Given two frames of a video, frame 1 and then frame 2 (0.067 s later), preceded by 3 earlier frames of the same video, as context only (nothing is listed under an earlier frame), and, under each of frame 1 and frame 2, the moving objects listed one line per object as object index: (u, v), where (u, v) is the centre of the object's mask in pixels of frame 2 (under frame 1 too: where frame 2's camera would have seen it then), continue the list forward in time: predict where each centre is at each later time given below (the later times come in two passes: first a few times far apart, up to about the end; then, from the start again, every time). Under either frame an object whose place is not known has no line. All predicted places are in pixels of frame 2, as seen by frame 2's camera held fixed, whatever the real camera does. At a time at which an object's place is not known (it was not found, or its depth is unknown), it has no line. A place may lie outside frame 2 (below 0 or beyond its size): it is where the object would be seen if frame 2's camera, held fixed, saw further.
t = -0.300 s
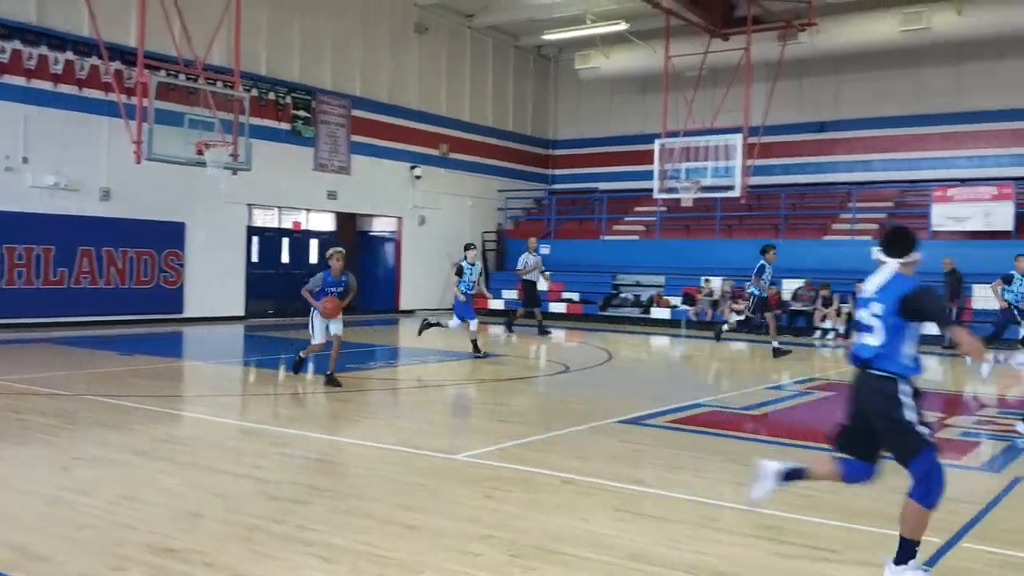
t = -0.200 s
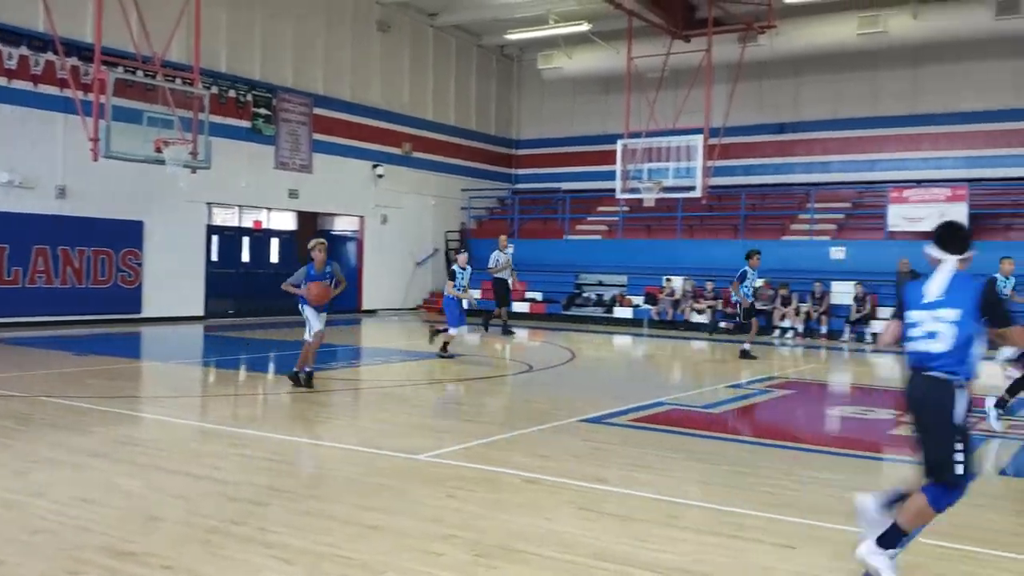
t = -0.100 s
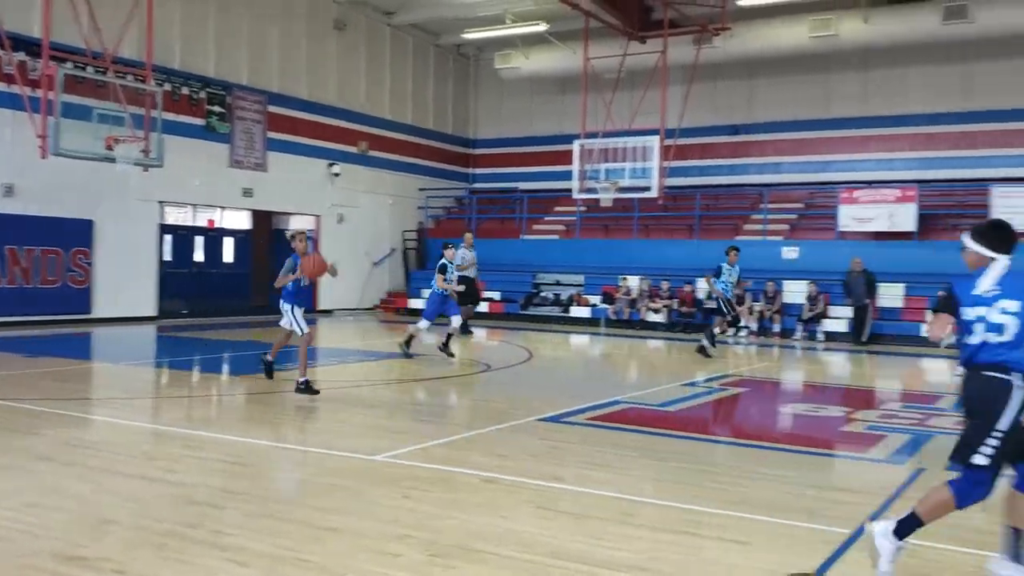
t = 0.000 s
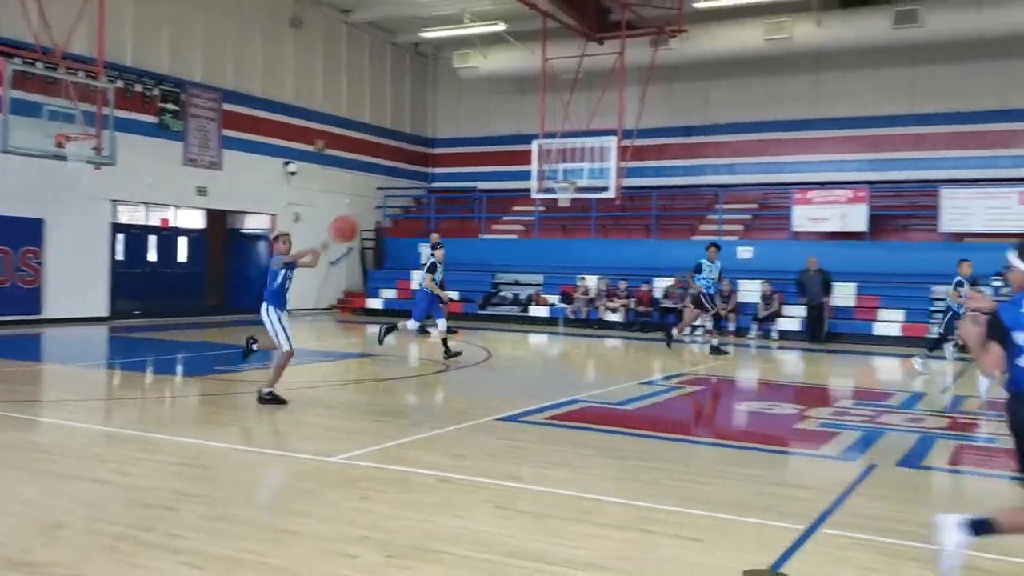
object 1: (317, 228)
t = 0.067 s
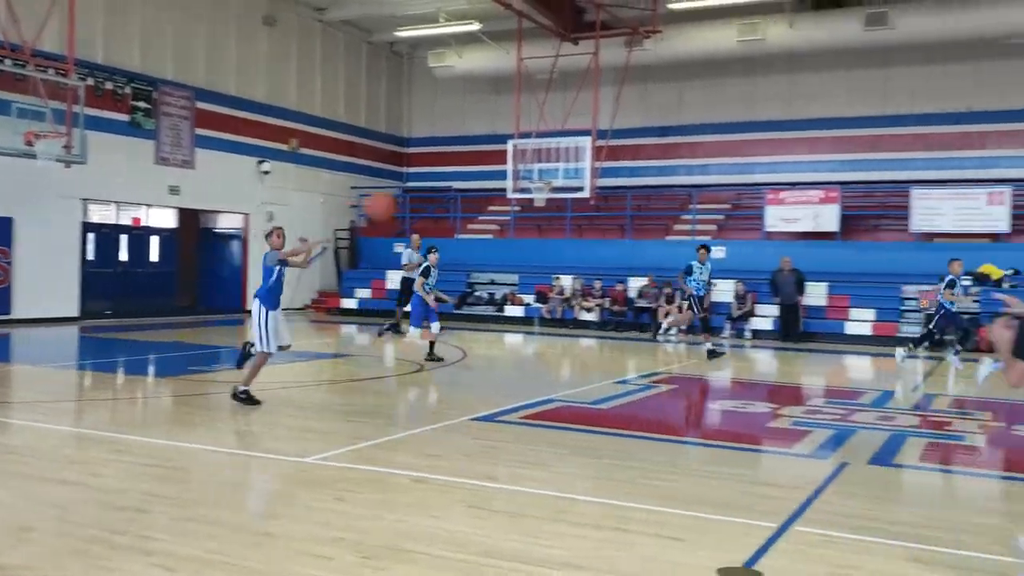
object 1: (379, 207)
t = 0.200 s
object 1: (523, 172)
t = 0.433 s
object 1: (895, 152)
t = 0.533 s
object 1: (1140, 172)
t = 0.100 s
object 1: (413, 196)
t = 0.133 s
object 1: (448, 188)
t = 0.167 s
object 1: (484, 179)
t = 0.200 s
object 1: (523, 172)
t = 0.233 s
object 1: (567, 165)
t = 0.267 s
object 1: (610, 160)
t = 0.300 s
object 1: (659, 156)
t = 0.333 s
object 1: (711, 152)
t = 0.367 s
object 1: (766, 150)
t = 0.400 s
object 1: (829, 150)
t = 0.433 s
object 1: (895, 152)
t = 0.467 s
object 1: (968, 156)
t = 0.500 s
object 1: (1050, 164)
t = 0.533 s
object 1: (1140, 172)
